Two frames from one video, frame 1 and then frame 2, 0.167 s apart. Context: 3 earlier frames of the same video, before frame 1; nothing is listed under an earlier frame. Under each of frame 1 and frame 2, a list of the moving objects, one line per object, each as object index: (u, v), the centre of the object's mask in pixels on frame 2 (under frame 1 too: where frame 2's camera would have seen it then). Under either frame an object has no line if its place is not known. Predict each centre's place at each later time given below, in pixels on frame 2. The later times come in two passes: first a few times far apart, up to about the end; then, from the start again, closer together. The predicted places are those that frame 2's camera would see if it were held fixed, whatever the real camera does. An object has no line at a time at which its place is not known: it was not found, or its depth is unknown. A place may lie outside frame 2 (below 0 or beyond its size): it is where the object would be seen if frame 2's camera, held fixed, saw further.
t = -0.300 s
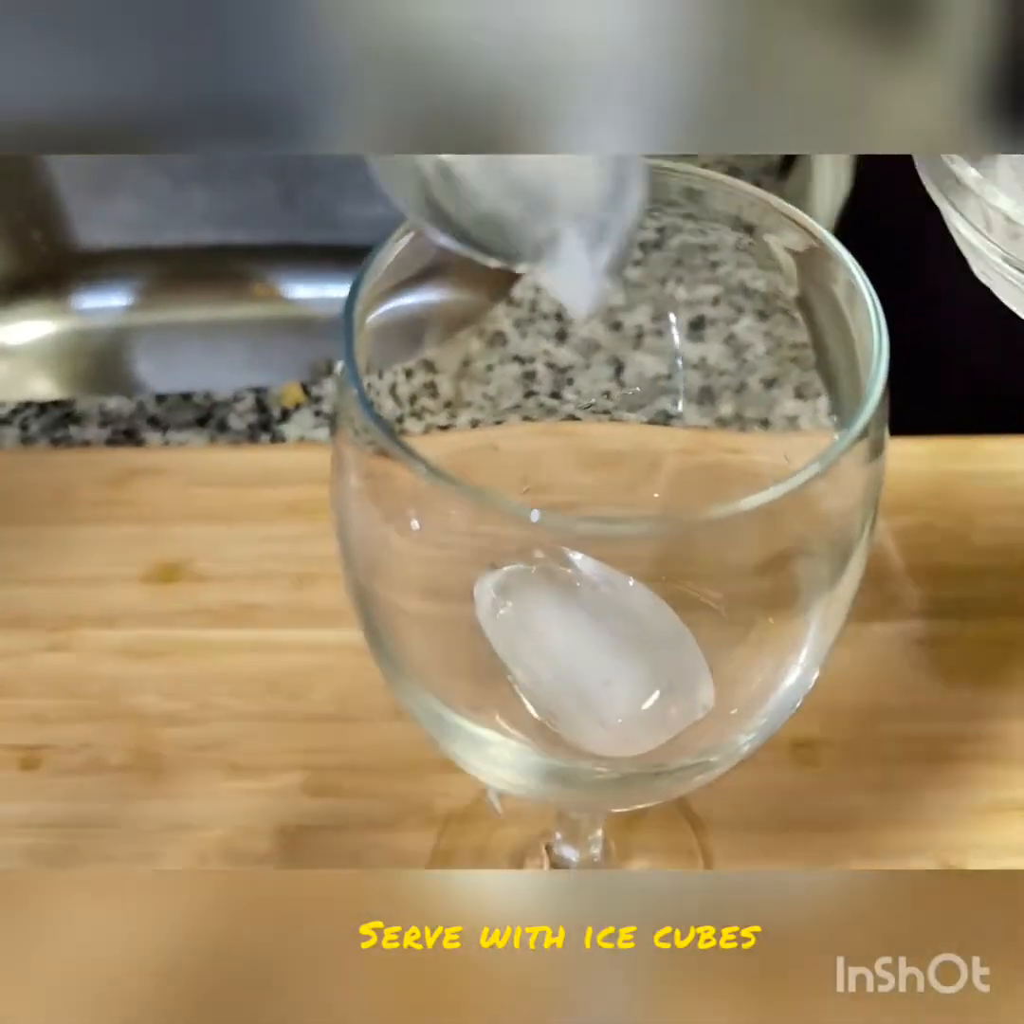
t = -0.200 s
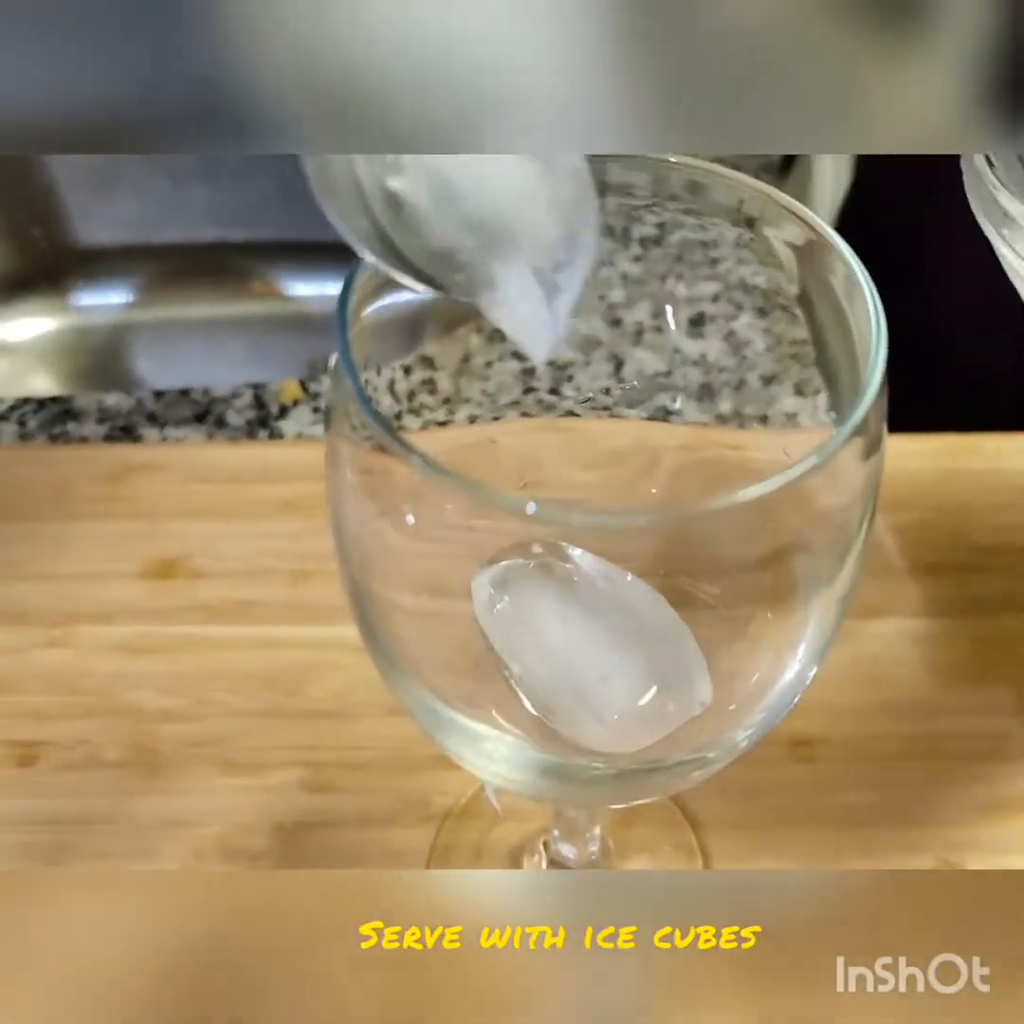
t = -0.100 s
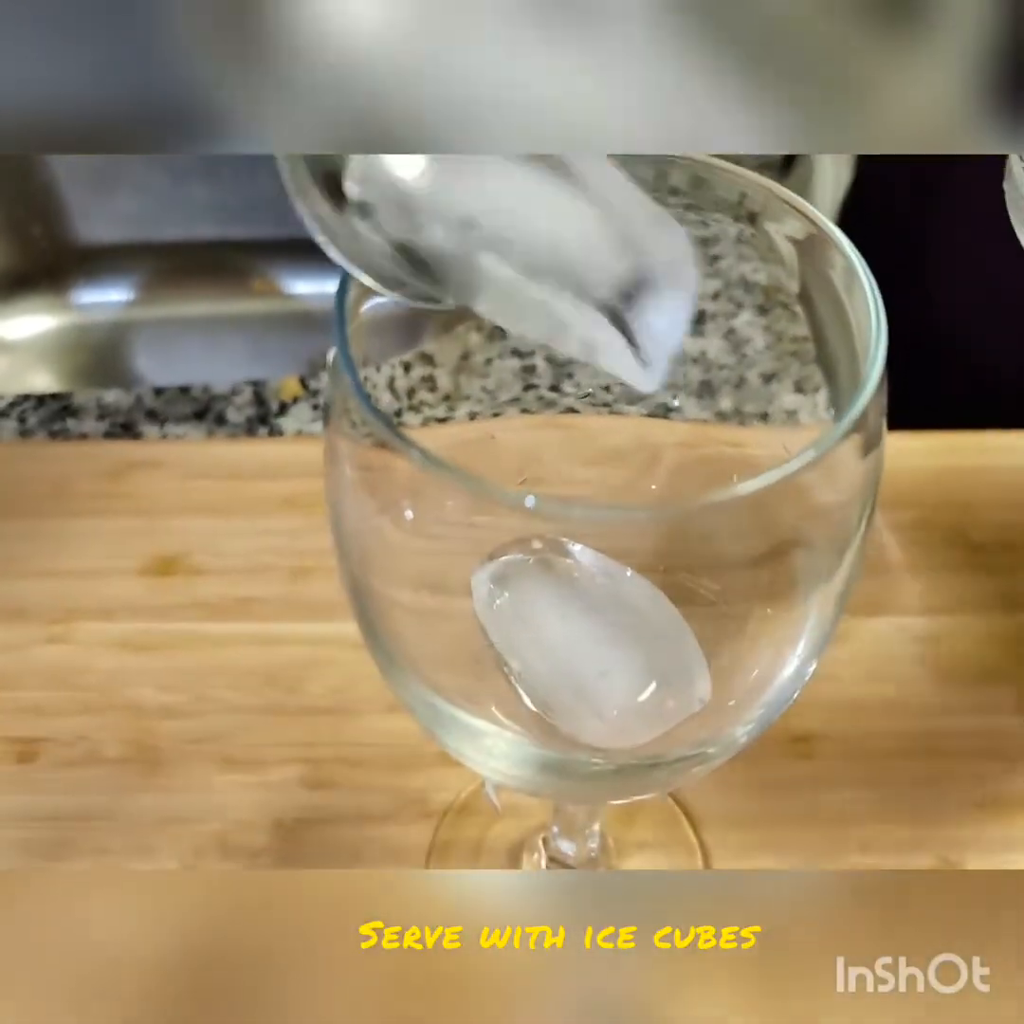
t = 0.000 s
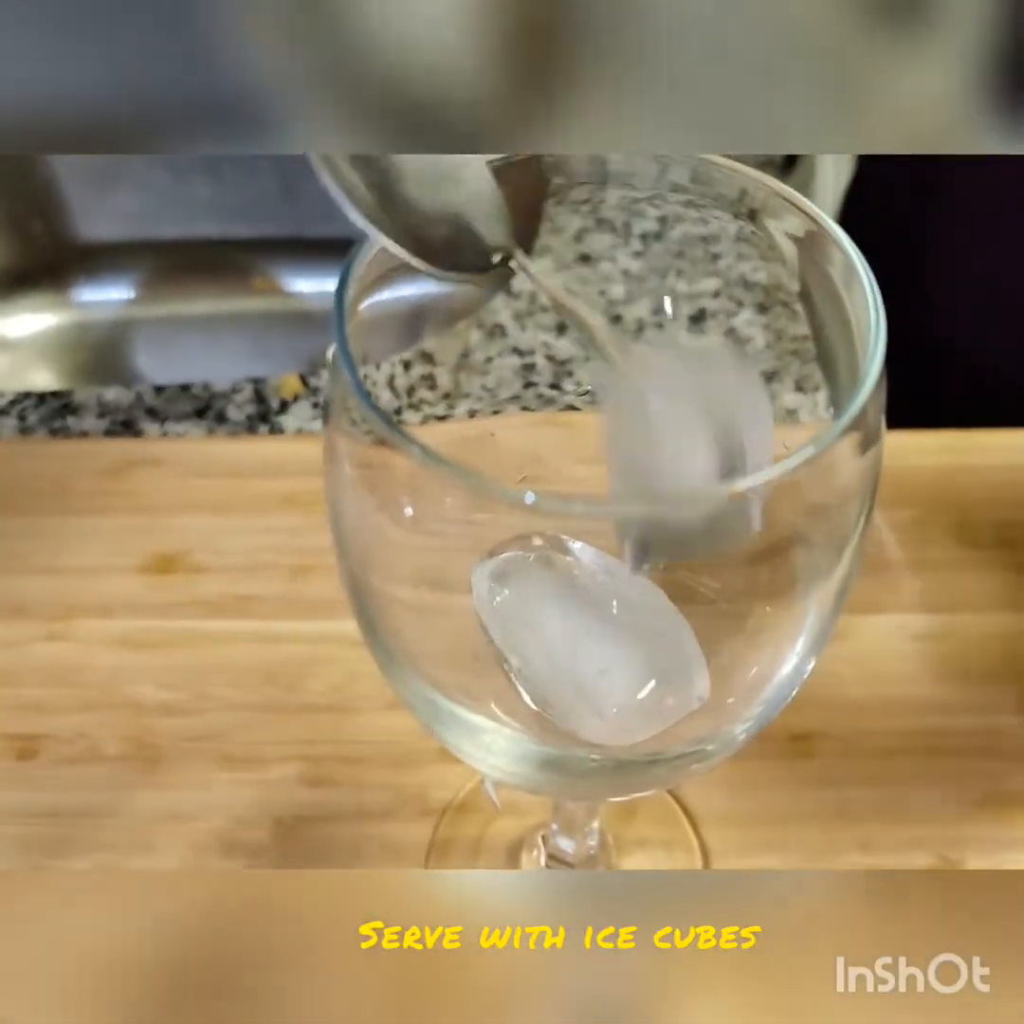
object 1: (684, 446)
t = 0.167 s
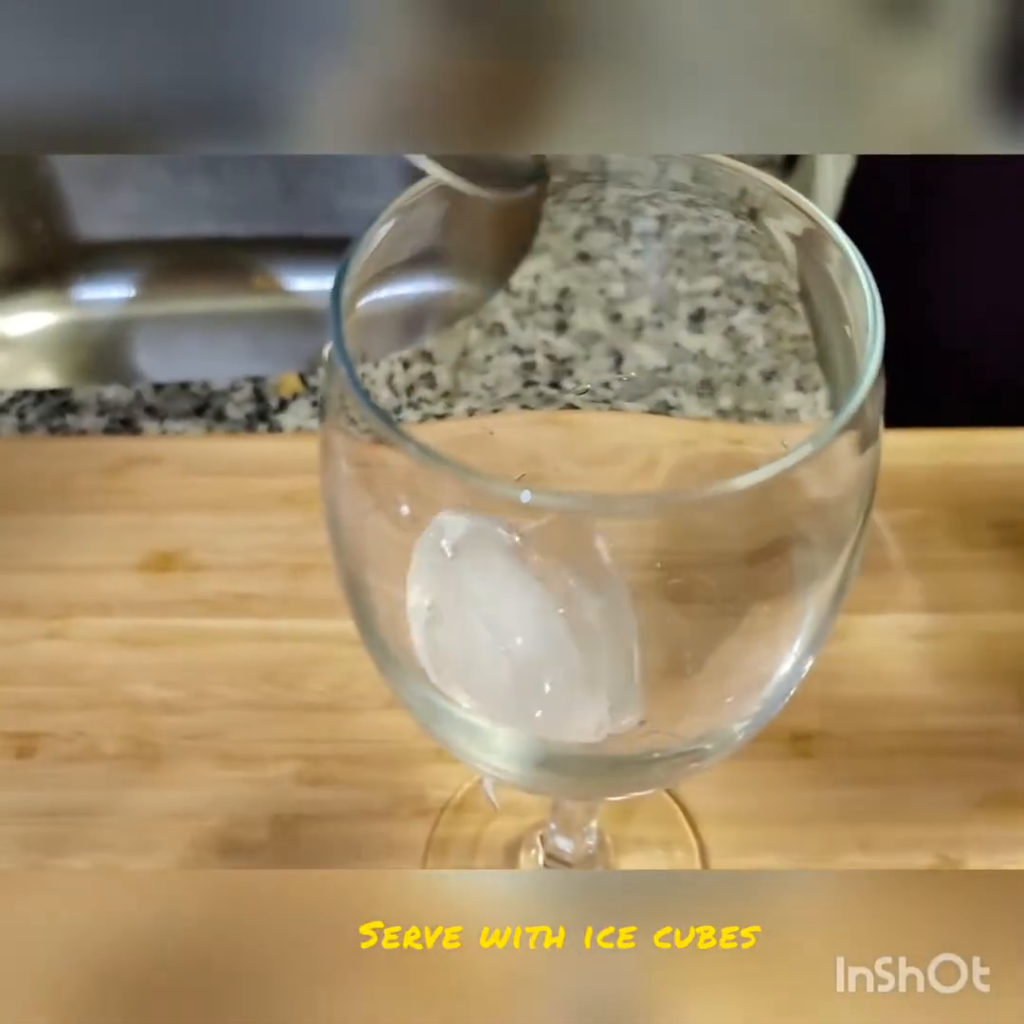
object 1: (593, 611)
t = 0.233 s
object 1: (622, 623)
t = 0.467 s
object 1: (672, 631)
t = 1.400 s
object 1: (671, 642)
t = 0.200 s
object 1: (599, 606)
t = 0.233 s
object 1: (622, 623)
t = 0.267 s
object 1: (651, 632)
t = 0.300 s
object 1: (672, 639)
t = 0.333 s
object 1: (677, 631)
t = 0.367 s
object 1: (678, 628)
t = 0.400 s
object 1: (675, 627)
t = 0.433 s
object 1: (673, 629)
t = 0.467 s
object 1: (672, 631)
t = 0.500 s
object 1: (672, 637)
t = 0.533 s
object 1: (671, 638)
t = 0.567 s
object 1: (671, 640)
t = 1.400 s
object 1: (671, 642)
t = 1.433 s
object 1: (670, 640)
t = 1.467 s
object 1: (671, 642)
